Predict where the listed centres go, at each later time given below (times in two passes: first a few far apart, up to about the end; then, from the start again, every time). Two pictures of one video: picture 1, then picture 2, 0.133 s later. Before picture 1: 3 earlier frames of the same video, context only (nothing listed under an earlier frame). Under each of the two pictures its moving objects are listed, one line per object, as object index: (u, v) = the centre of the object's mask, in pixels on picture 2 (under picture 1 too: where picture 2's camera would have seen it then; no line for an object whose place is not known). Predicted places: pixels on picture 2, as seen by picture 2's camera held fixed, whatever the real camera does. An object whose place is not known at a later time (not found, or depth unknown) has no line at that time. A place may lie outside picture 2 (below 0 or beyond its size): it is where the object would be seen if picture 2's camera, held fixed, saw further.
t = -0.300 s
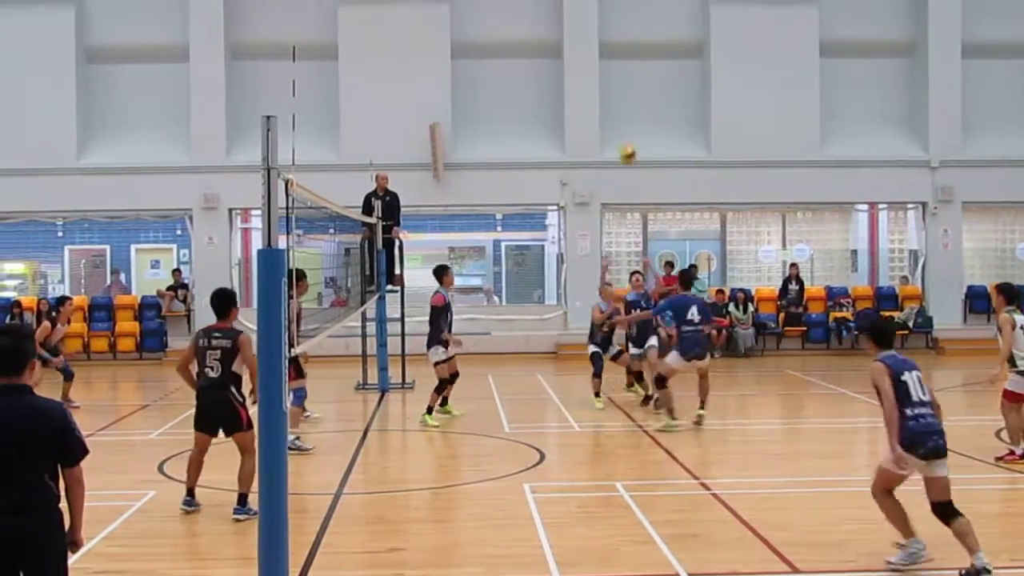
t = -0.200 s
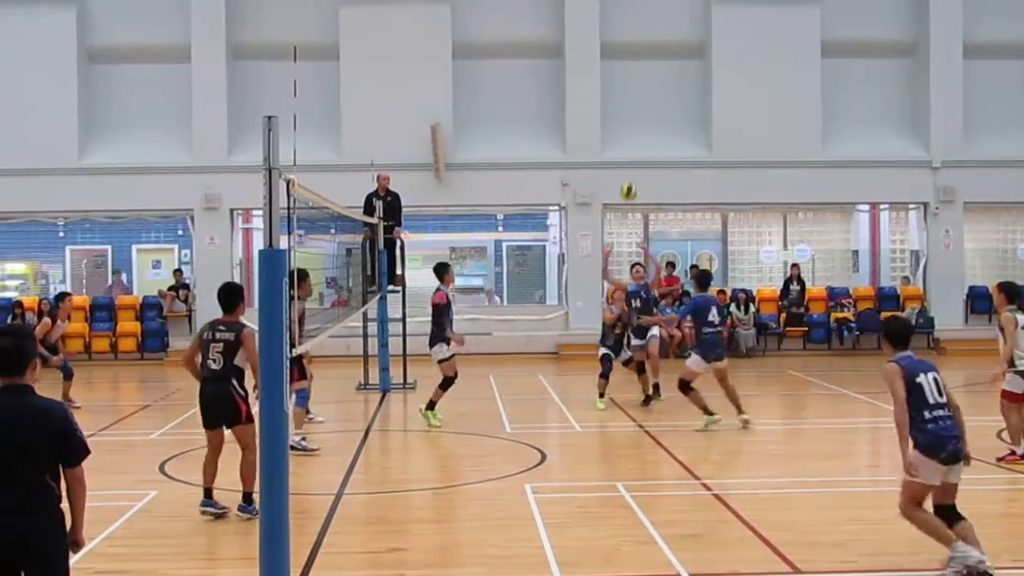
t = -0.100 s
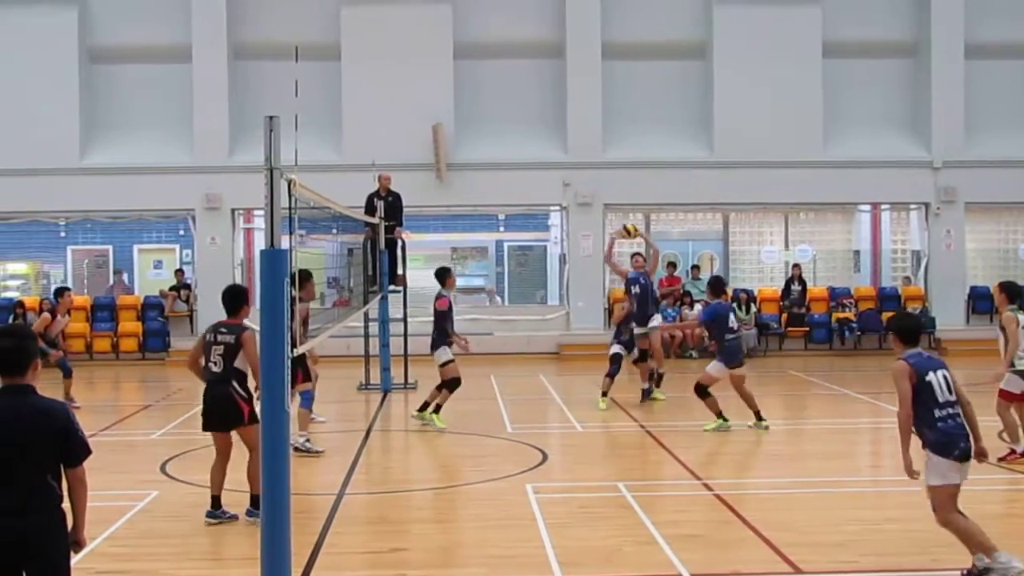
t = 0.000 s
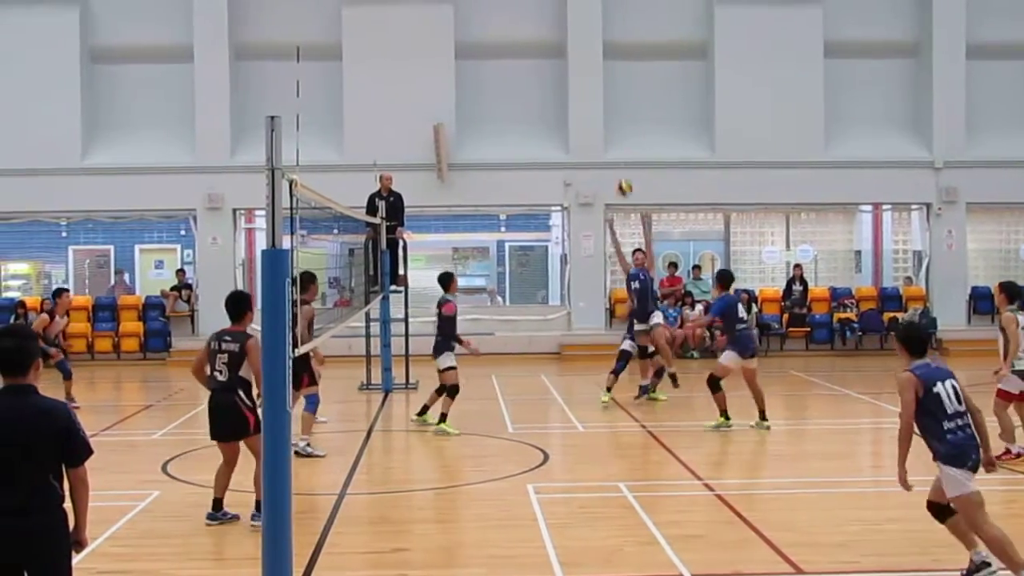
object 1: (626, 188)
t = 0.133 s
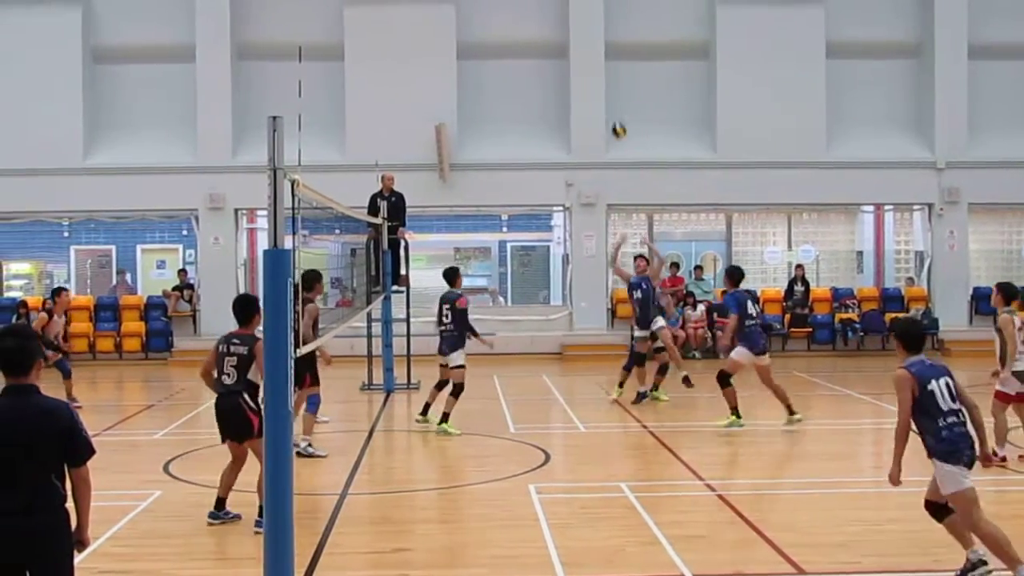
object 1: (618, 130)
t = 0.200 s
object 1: (615, 106)
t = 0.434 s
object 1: (599, 46)
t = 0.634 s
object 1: (590, 30)
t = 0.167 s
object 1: (617, 118)
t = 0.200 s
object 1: (615, 106)
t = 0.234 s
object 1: (612, 95)
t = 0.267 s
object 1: (610, 85)
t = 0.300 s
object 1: (608, 75)
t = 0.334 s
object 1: (606, 67)
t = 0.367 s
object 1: (604, 59)
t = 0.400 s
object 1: (602, 53)
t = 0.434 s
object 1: (599, 46)
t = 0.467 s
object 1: (598, 40)
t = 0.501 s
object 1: (598, 37)
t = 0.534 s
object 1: (595, 34)
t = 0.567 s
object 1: (593, 32)
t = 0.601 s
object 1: (592, 31)
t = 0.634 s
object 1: (590, 30)
